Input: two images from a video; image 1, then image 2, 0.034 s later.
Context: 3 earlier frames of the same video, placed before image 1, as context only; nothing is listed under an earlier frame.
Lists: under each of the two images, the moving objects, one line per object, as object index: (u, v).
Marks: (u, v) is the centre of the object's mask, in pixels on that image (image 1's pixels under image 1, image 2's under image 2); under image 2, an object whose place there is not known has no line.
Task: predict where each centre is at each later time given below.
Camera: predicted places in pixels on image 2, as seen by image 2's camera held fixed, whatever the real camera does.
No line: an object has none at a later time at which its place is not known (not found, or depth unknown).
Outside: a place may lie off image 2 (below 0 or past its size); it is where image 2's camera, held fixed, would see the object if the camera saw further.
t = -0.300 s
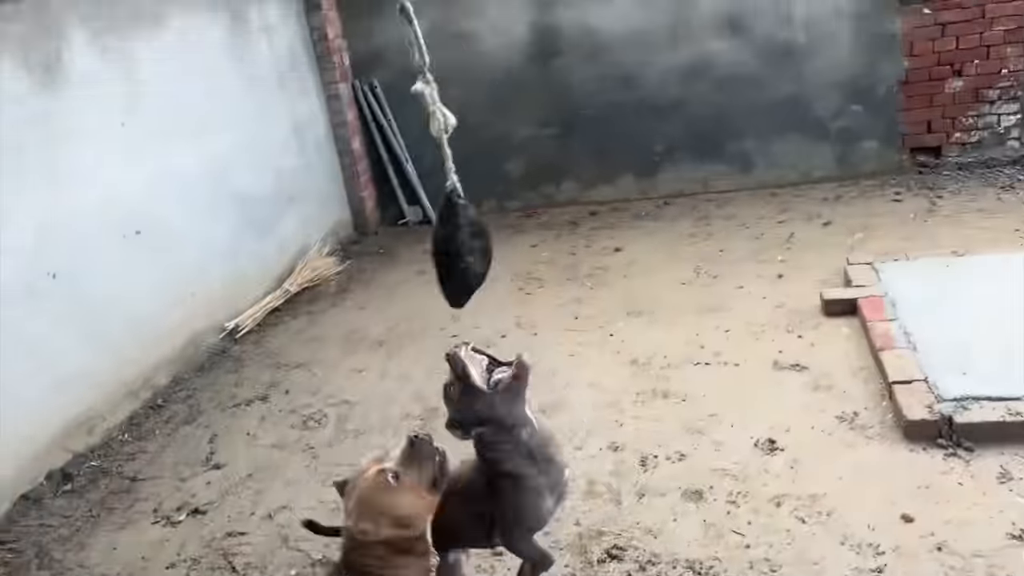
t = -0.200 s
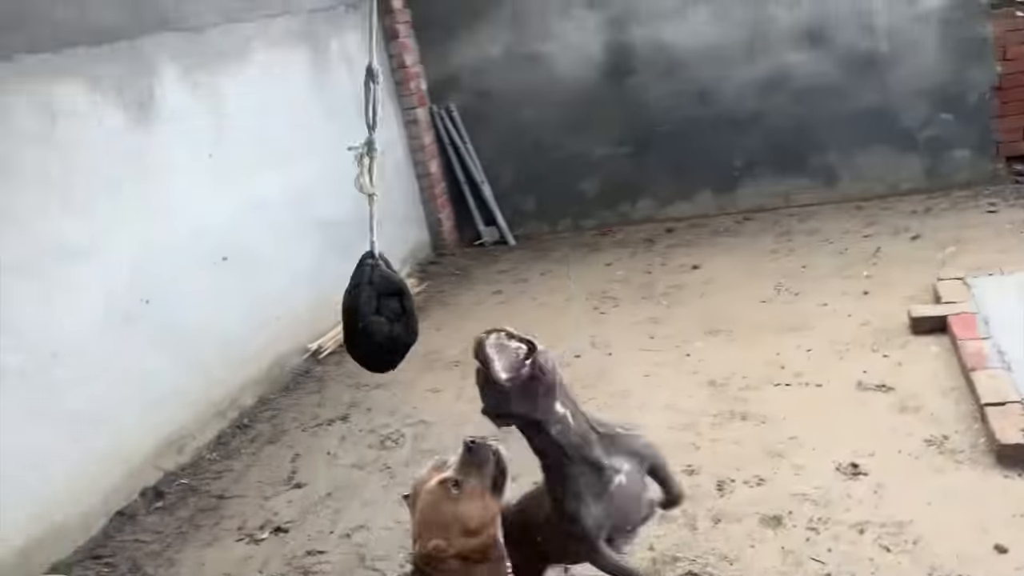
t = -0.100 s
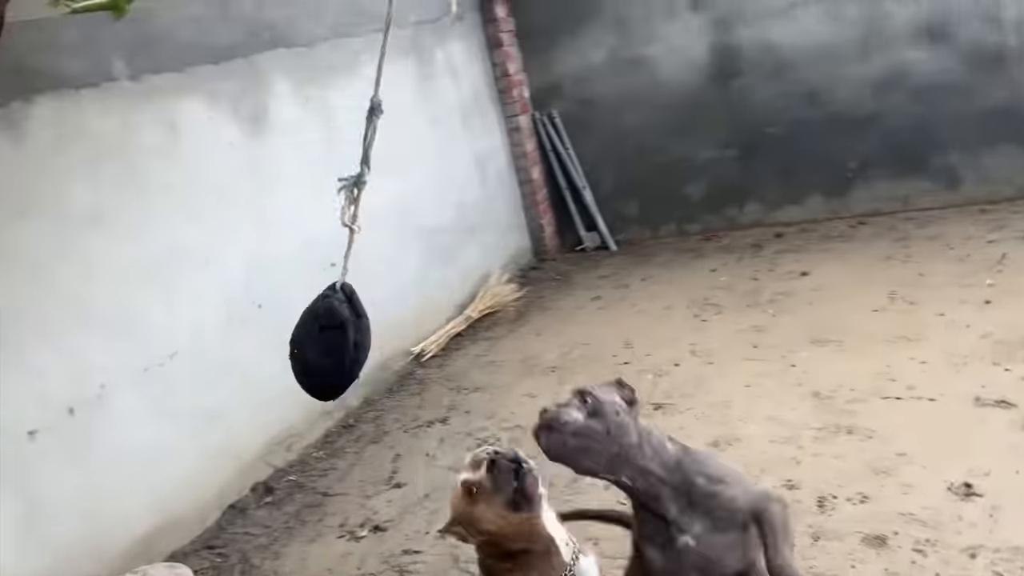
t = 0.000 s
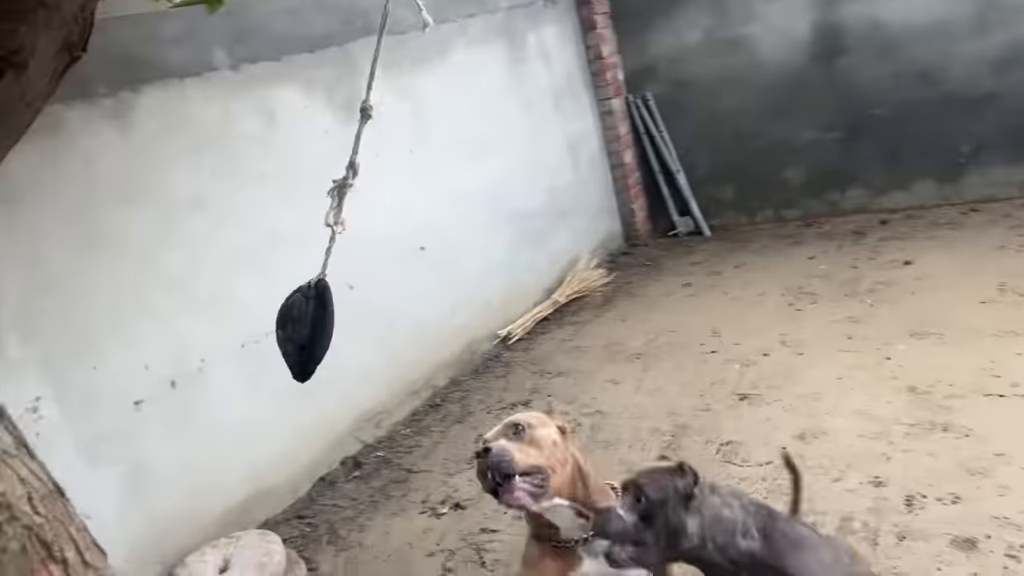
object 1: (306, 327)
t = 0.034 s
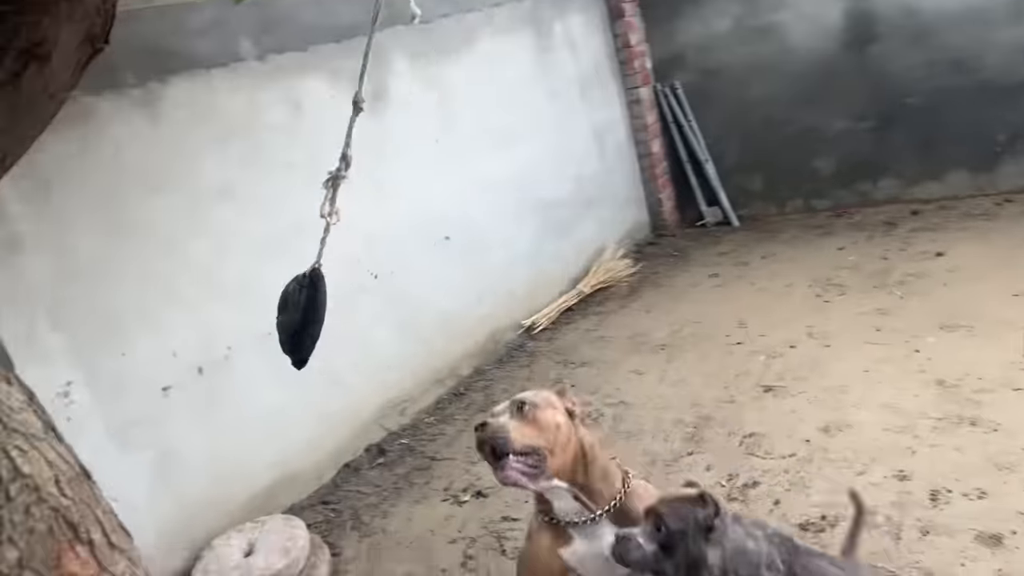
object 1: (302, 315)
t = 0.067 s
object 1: (280, 316)
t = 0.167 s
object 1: (242, 305)
